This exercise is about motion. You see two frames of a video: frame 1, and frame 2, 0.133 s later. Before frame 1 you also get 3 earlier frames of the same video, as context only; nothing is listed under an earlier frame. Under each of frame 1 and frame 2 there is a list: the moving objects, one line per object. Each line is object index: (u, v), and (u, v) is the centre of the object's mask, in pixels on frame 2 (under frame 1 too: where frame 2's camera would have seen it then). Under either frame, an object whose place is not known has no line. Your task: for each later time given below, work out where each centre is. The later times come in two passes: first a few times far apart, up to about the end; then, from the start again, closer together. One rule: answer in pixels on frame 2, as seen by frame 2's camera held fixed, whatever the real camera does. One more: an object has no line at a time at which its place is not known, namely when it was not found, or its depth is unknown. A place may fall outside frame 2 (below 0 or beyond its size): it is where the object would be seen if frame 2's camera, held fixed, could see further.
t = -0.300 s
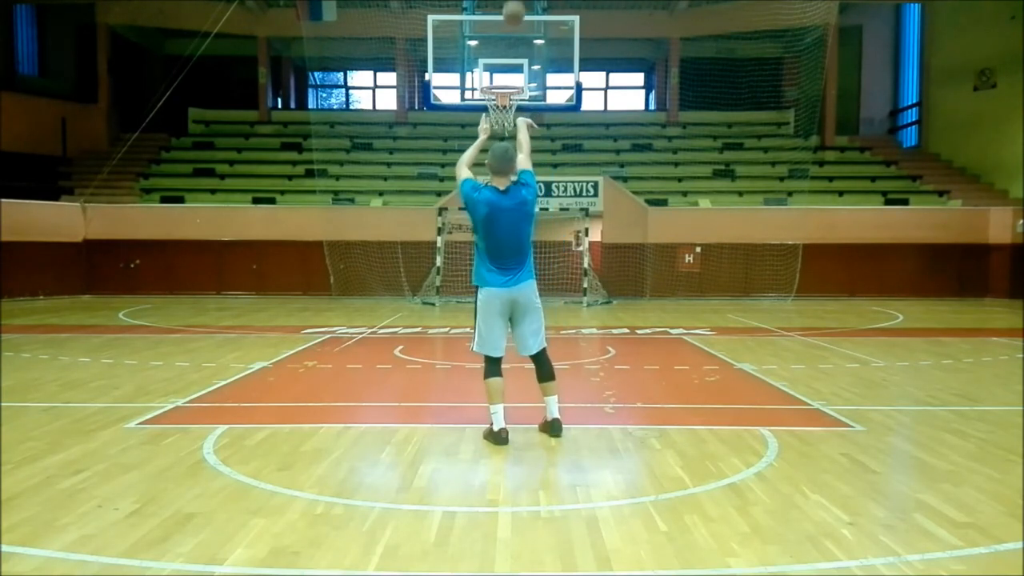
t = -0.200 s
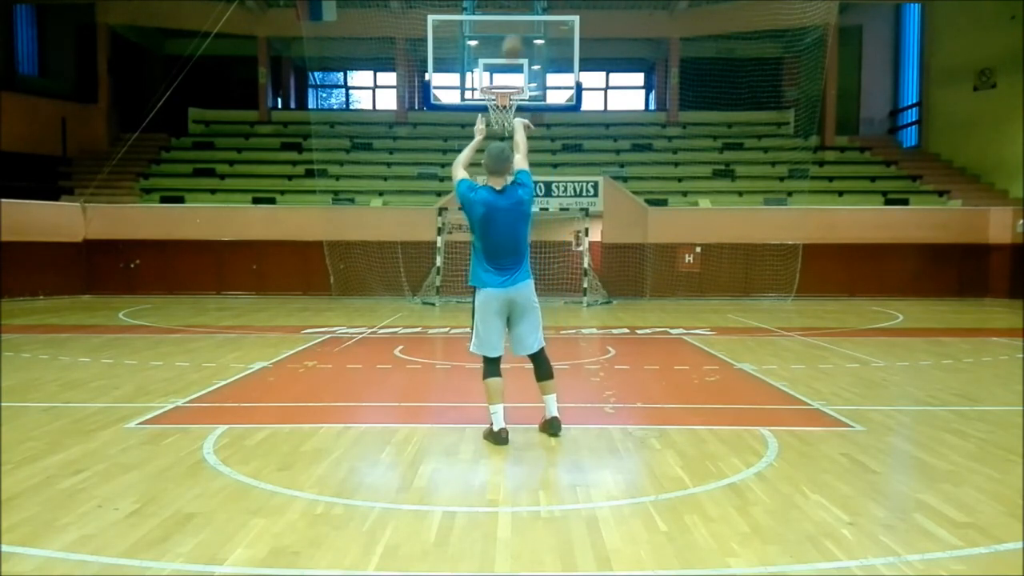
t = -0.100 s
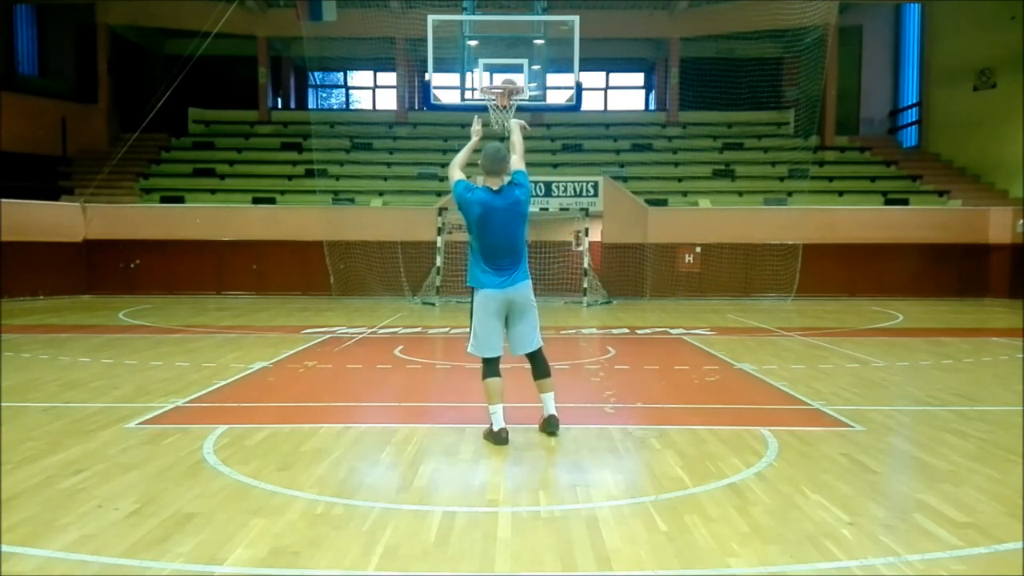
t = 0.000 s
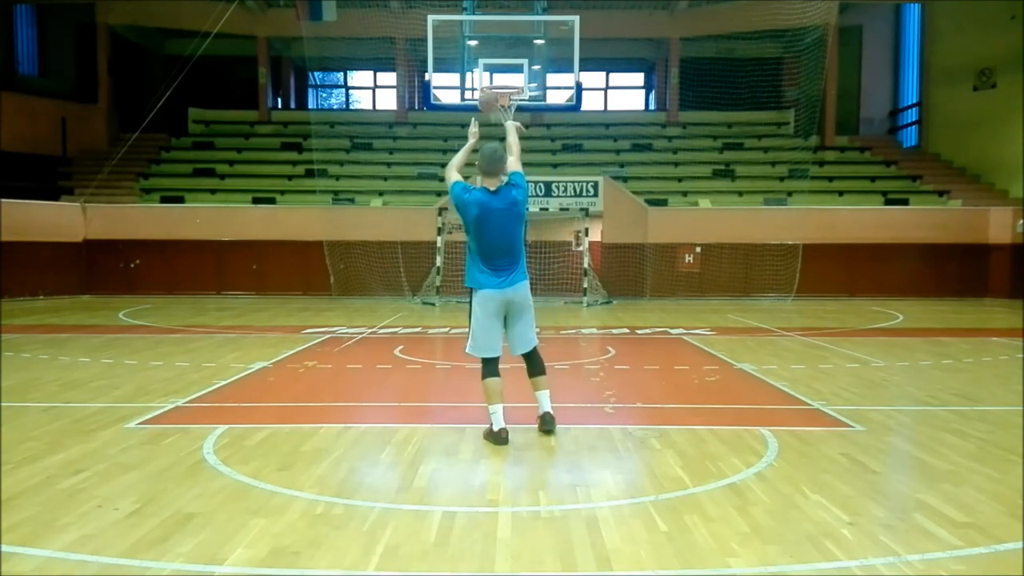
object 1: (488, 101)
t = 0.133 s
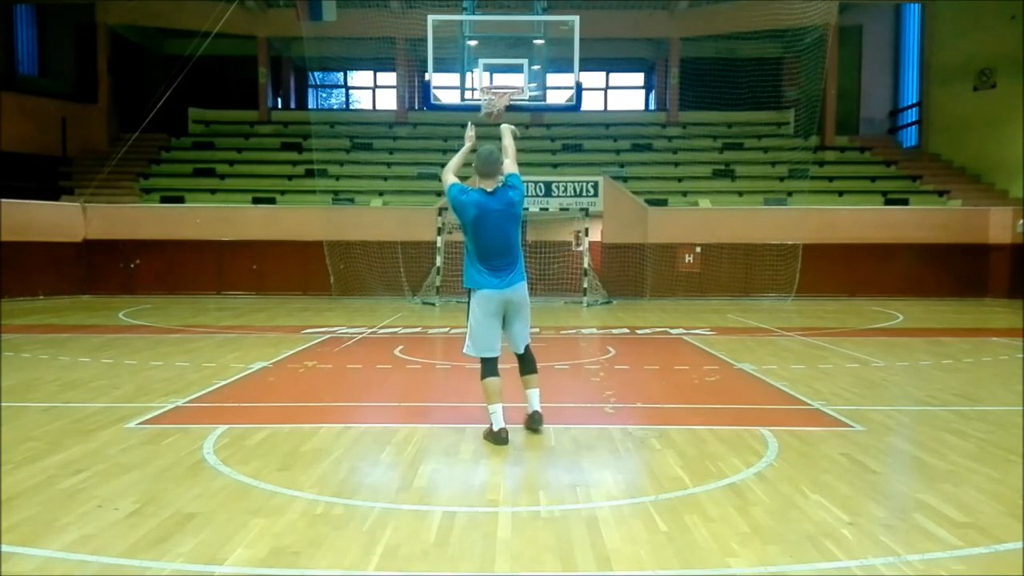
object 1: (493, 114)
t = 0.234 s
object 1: (502, 120)
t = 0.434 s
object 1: (521, 167)
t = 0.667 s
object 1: (542, 273)
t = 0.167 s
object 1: (494, 114)
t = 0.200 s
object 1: (498, 117)
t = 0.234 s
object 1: (502, 120)
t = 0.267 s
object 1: (505, 123)
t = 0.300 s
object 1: (510, 130)
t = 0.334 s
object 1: (514, 140)
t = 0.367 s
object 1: (516, 148)
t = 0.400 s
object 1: (519, 158)
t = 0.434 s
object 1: (521, 167)
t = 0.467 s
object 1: (524, 181)
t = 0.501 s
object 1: (527, 194)
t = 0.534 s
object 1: (529, 207)
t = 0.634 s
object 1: (538, 255)
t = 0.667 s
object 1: (542, 273)
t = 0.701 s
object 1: (545, 292)
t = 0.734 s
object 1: (548, 320)
